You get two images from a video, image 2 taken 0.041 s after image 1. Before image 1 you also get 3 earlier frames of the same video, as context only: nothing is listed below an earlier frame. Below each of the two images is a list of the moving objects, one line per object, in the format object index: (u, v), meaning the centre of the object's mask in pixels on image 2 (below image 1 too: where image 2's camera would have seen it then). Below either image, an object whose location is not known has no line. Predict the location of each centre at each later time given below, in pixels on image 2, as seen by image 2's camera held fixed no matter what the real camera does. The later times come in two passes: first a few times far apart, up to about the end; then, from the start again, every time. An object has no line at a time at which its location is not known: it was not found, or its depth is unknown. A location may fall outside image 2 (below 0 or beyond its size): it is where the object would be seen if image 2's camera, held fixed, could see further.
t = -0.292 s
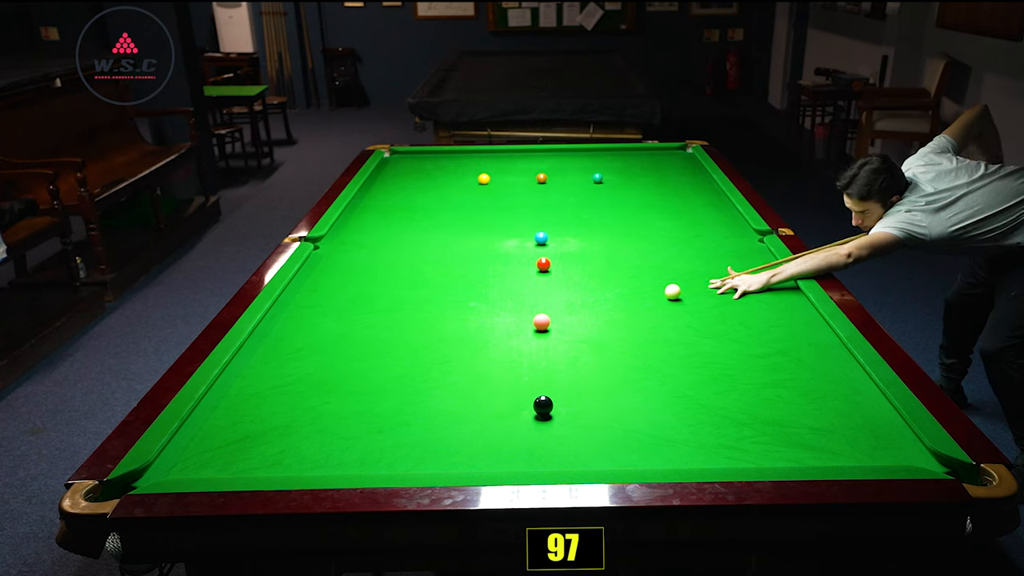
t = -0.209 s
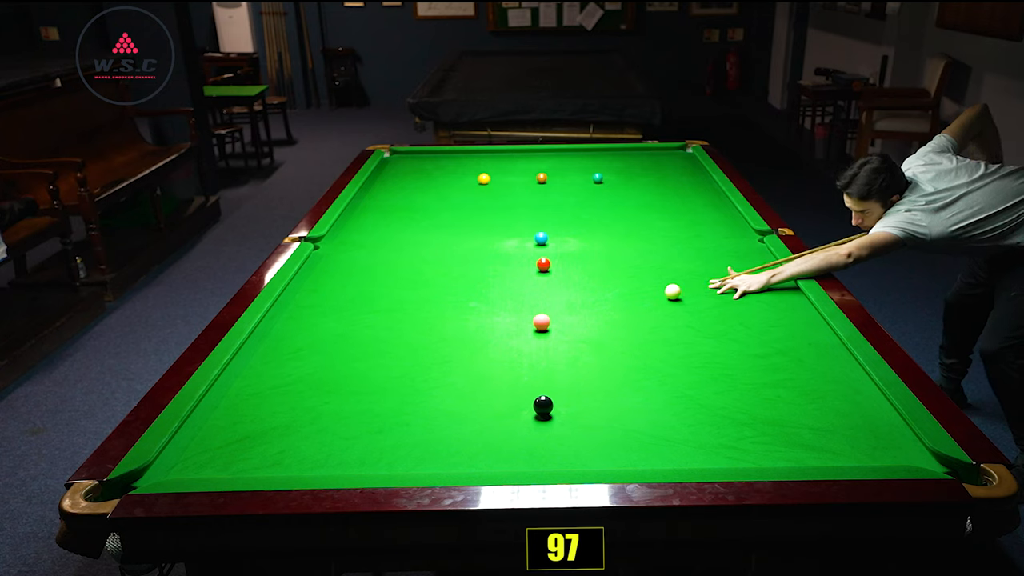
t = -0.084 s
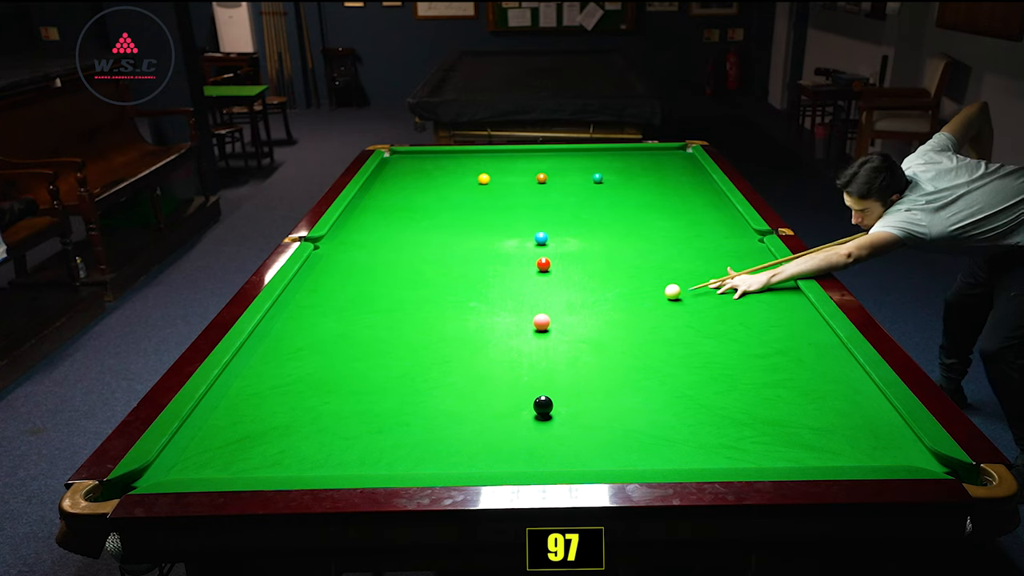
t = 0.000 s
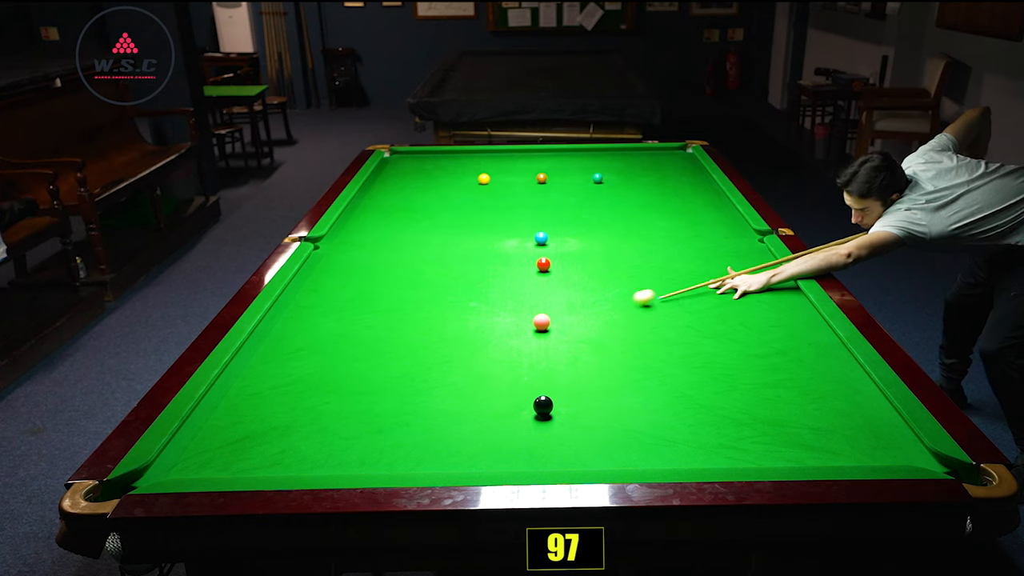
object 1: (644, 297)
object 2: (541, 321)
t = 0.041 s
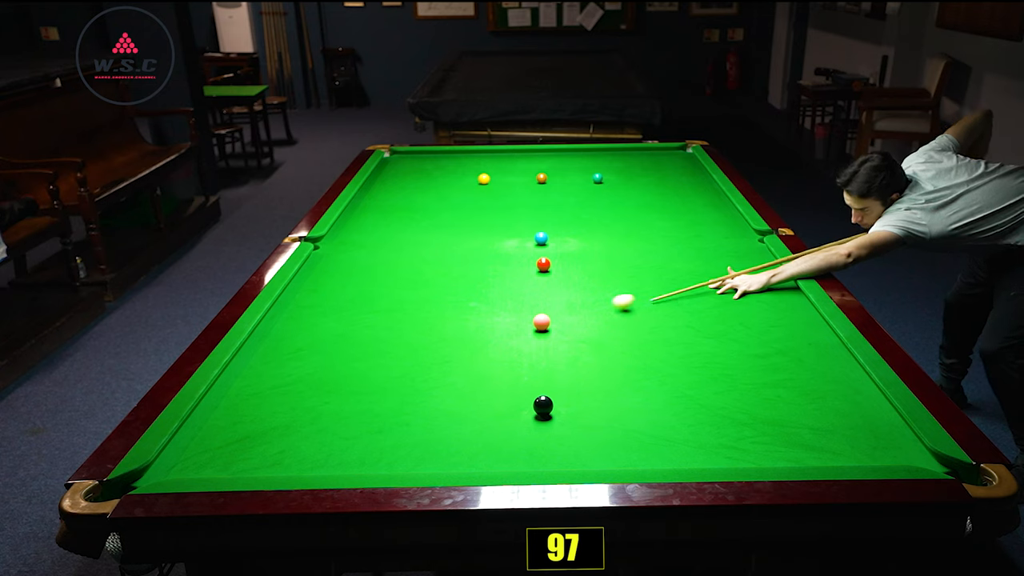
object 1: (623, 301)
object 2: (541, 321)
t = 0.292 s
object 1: (546, 315)
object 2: (514, 332)
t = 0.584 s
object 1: (529, 309)
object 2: (441, 359)
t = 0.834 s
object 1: (516, 305)
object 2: (372, 386)
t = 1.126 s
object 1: (502, 300)
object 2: (283, 421)
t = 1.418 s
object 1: (491, 297)
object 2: (182, 461)
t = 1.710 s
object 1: (481, 294)
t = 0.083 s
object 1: (603, 305)
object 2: (541, 321)
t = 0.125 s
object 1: (584, 309)
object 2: (541, 321)
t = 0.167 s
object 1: (566, 313)
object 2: (541, 322)
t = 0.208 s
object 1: (552, 316)
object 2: (538, 322)
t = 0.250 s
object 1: (549, 316)
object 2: (526, 327)
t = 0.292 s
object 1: (546, 315)
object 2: (514, 332)
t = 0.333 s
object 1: (543, 314)
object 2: (503, 336)
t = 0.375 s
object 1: (541, 313)
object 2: (494, 339)
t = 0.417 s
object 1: (538, 312)
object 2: (483, 343)
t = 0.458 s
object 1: (536, 311)
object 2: (473, 347)
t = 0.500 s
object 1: (533, 311)
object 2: (462, 351)
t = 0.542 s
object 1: (531, 310)
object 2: (452, 356)
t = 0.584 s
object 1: (529, 309)
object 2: (441, 359)
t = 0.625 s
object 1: (526, 308)
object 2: (430, 364)
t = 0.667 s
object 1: (524, 307)
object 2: (419, 368)
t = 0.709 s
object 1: (522, 307)
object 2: (408, 373)
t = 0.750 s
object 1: (520, 306)
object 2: (396, 377)
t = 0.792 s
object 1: (518, 305)
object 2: (384, 382)
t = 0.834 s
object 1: (516, 305)
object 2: (372, 386)
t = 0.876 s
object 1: (513, 304)
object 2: (360, 391)
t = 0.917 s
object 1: (511, 303)
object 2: (348, 396)
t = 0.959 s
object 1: (510, 303)
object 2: (335, 400)
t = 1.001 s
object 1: (508, 302)
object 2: (322, 406)
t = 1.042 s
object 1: (506, 302)
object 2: (310, 411)
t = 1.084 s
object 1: (504, 301)
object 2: (296, 416)
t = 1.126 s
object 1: (502, 300)
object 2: (283, 421)
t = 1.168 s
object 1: (500, 300)
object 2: (269, 427)
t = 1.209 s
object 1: (499, 299)
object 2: (256, 432)
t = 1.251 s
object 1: (497, 299)
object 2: (242, 438)
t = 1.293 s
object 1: (495, 298)
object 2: (227, 444)
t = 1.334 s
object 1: (494, 298)
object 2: (212, 449)
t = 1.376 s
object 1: (492, 297)
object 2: (197, 455)
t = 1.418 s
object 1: (491, 297)
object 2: (182, 461)
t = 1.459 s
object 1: (489, 296)
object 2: (166, 467)
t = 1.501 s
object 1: (488, 296)
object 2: (149, 472)
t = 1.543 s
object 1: (486, 295)
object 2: (133, 480)
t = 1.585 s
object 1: (485, 295)
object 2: (118, 490)
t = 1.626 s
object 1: (484, 295)
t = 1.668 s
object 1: (482, 294)
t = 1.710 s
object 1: (481, 294)
